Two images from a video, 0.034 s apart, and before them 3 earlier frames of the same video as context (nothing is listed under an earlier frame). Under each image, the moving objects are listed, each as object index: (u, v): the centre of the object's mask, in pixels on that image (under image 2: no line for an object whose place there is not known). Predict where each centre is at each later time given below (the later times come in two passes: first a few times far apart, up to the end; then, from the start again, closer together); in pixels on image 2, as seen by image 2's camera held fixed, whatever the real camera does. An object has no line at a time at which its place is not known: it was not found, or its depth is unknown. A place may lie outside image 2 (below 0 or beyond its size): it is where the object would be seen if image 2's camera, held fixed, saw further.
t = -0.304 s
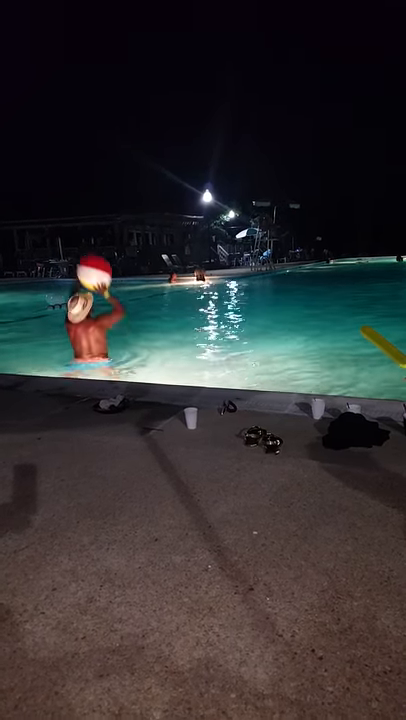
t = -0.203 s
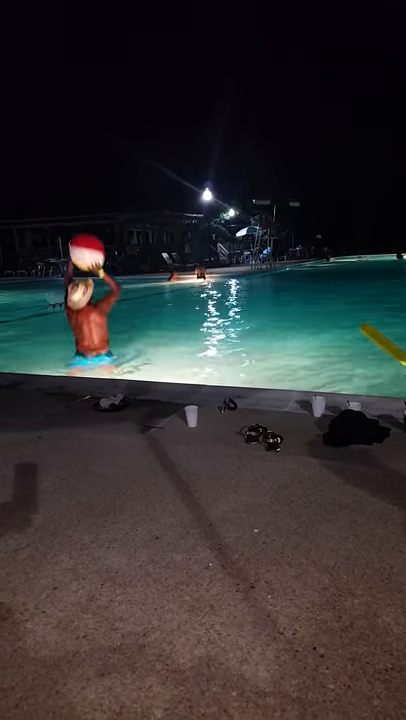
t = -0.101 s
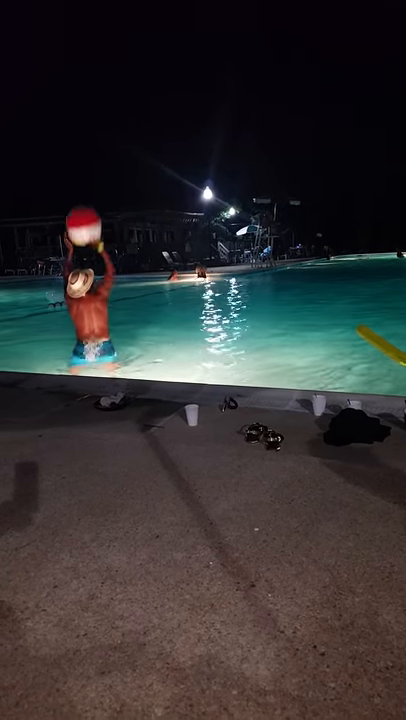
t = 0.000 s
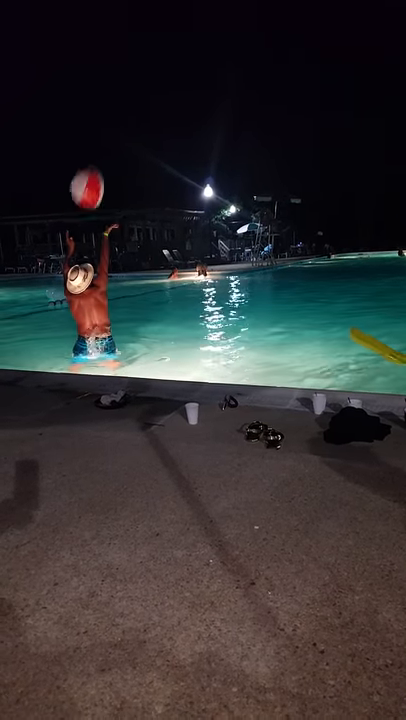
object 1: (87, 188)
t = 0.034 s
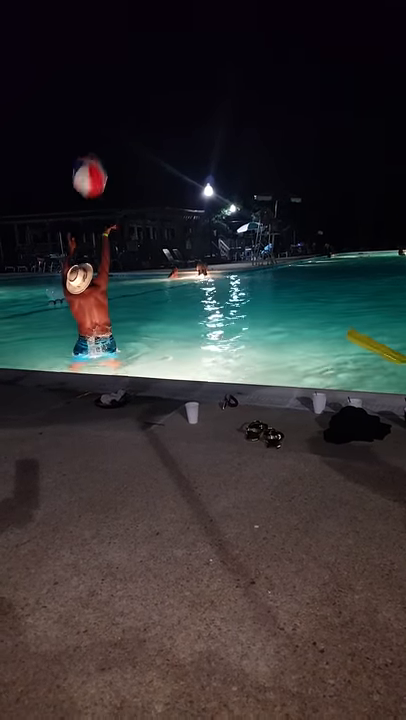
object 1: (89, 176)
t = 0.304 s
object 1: (97, 128)
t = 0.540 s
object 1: (109, 138)
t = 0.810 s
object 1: (121, 190)
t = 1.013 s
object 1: (133, 251)
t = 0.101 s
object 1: (92, 158)
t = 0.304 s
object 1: (97, 128)
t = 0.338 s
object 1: (99, 126)
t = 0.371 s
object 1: (100, 126)
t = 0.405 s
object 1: (103, 128)
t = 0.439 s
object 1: (105, 130)
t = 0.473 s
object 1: (106, 132)
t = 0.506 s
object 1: (108, 135)
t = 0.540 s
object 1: (109, 138)
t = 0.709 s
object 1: (115, 166)
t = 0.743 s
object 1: (117, 172)
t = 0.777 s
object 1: (119, 180)
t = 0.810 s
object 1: (121, 190)
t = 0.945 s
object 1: (129, 229)
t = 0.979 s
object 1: (131, 240)
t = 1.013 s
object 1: (133, 251)
